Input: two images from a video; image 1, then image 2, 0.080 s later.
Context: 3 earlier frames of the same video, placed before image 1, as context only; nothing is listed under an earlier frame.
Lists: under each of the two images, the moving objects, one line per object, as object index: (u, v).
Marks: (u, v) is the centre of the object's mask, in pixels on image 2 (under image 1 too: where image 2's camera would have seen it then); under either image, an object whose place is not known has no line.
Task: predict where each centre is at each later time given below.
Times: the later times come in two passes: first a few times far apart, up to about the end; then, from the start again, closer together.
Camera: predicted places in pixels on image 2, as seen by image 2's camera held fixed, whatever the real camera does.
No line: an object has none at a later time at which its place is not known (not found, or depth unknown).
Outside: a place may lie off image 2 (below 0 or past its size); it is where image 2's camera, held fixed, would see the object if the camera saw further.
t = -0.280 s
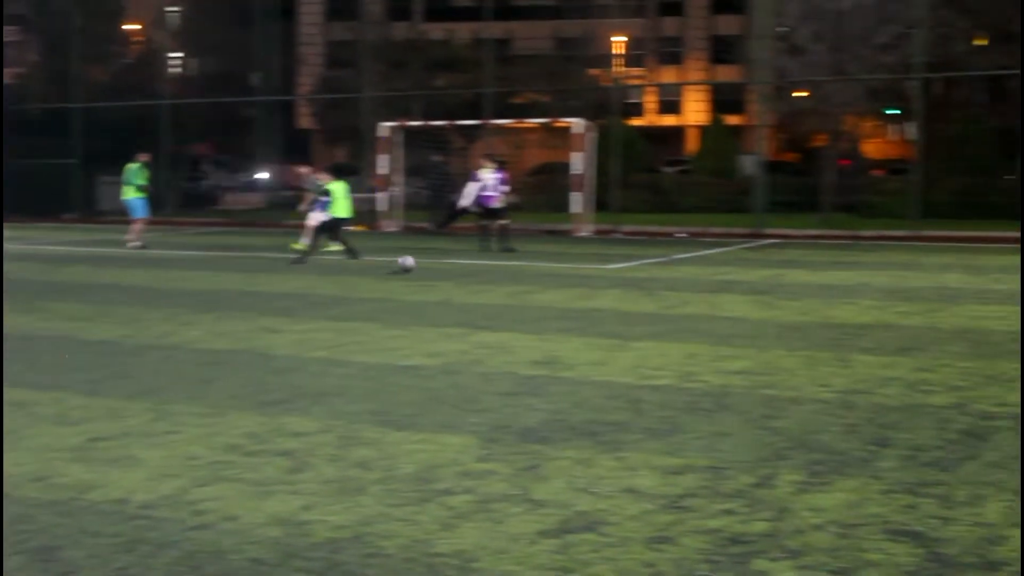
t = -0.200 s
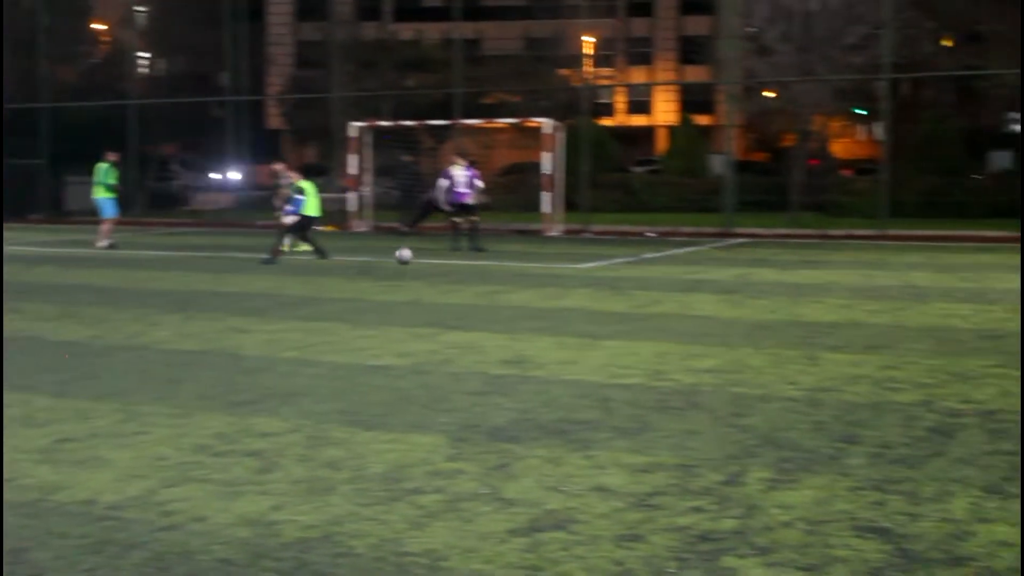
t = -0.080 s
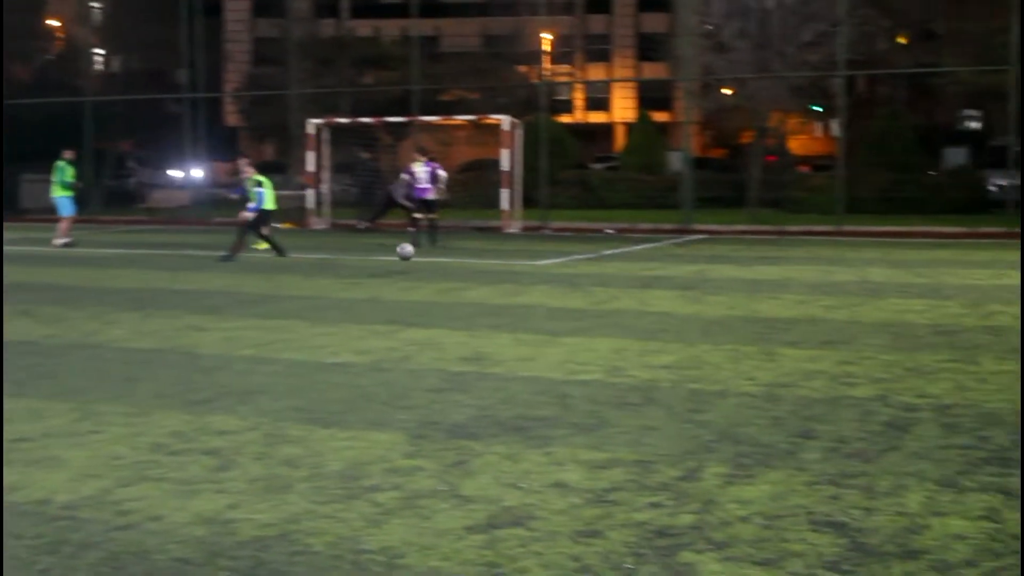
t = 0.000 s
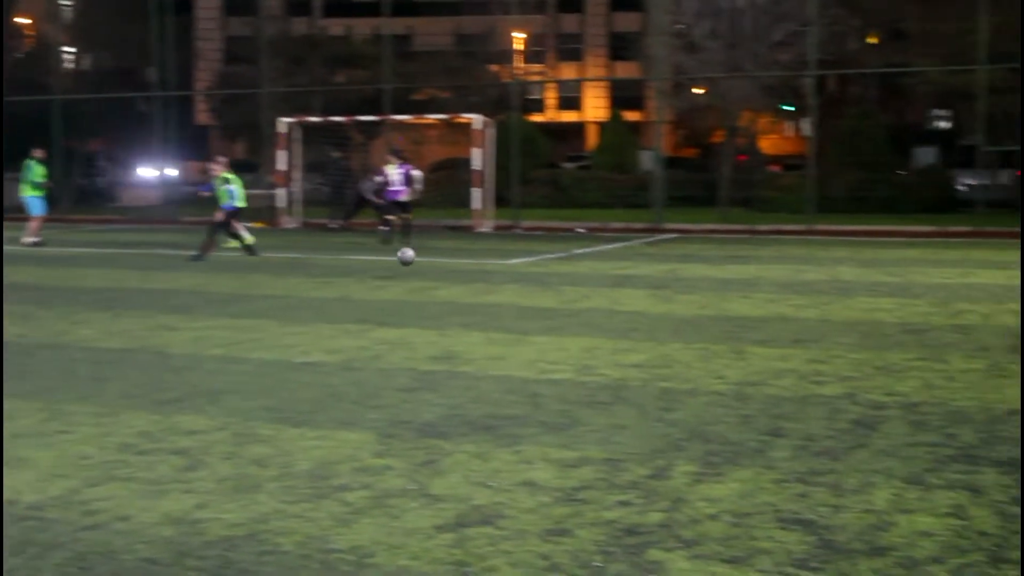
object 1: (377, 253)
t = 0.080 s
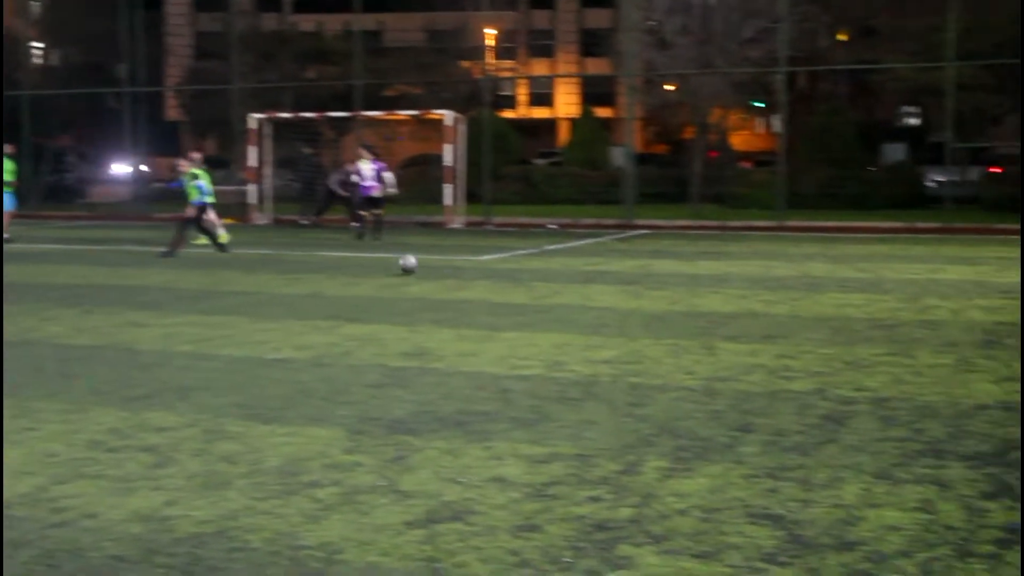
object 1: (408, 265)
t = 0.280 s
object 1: (491, 271)
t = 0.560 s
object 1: (614, 273)
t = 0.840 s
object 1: (743, 279)
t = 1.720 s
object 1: (1163, 282)
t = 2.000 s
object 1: (1102, 277)
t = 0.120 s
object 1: (423, 268)
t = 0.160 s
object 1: (440, 267)
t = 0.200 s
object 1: (457, 266)
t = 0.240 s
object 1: (474, 268)
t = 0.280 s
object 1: (491, 271)
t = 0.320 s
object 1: (507, 271)
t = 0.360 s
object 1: (525, 271)
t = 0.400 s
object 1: (542, 272)
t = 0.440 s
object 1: (559, 274)
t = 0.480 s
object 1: (576, 275)
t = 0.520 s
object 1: (595, 273)
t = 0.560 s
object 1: (614, 273)
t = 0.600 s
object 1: (631, 276)
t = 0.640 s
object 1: (650, 279)
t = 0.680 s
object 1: (667, 279)
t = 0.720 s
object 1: (686, 275)
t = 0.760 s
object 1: (705, 275)
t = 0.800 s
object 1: (723, 276)
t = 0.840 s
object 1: (743, 279)
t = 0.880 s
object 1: (761, 283)
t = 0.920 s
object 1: (780, 284)
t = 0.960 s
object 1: (799, 282)
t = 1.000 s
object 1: (819, 282)
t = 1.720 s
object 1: (1163, 282)
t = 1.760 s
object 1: (1158, 277)
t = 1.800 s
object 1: (1149, 272)
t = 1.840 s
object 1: (1139, 269)
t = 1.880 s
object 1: (1129, 270)
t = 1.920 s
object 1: (1122, 271)
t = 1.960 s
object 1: (1111, 271)
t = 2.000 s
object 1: (1102, 277)
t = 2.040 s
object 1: (1094, 284)
